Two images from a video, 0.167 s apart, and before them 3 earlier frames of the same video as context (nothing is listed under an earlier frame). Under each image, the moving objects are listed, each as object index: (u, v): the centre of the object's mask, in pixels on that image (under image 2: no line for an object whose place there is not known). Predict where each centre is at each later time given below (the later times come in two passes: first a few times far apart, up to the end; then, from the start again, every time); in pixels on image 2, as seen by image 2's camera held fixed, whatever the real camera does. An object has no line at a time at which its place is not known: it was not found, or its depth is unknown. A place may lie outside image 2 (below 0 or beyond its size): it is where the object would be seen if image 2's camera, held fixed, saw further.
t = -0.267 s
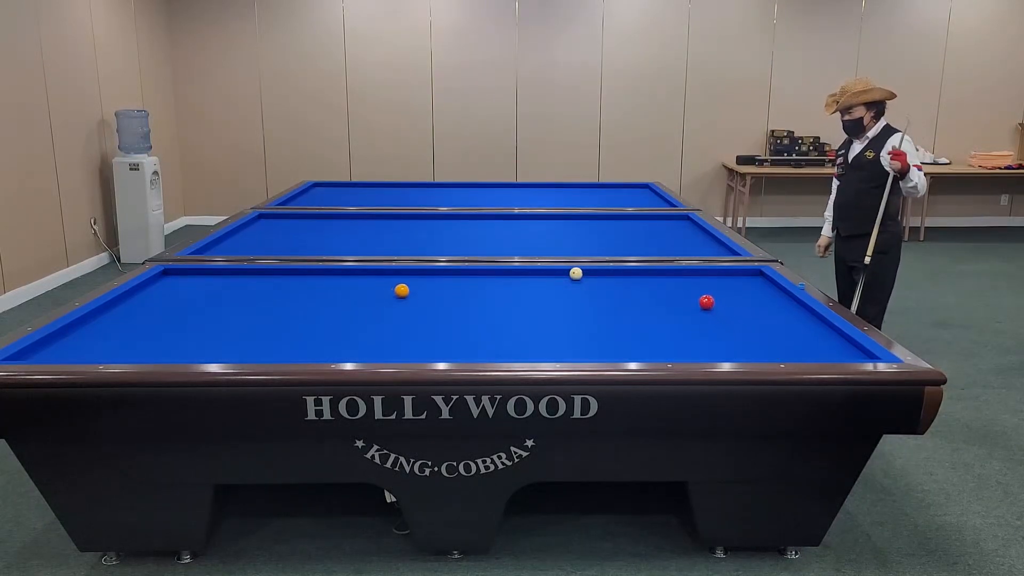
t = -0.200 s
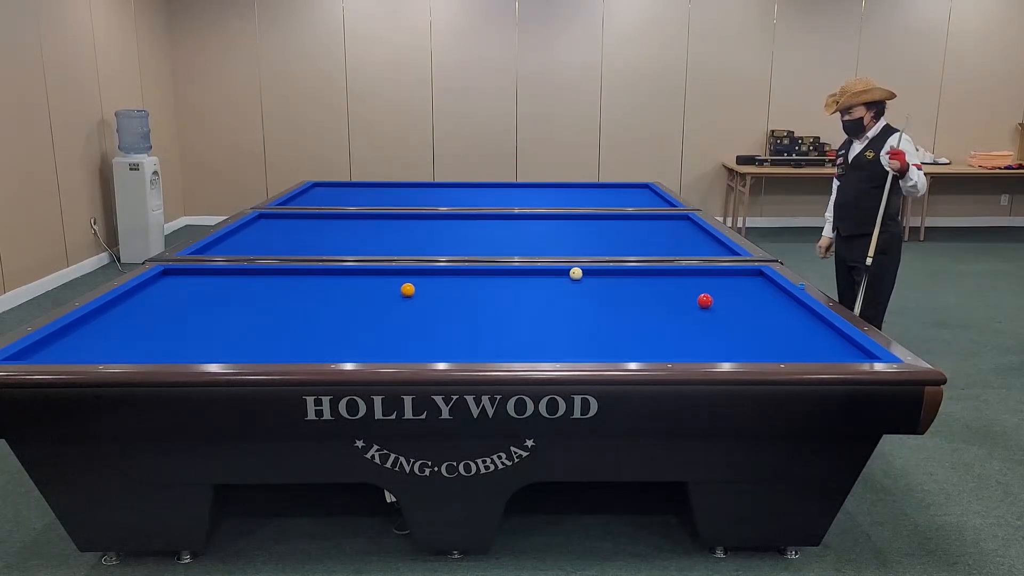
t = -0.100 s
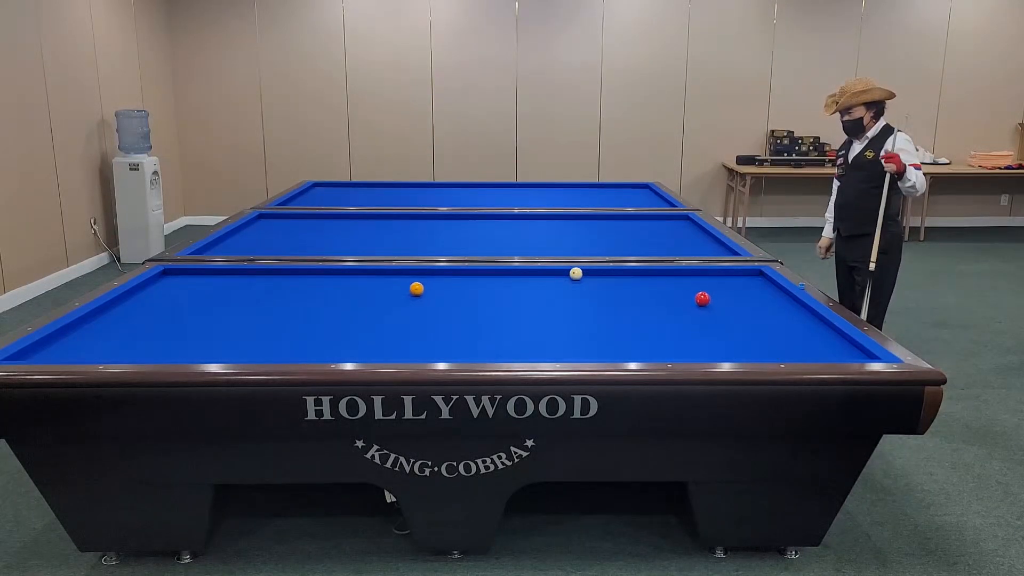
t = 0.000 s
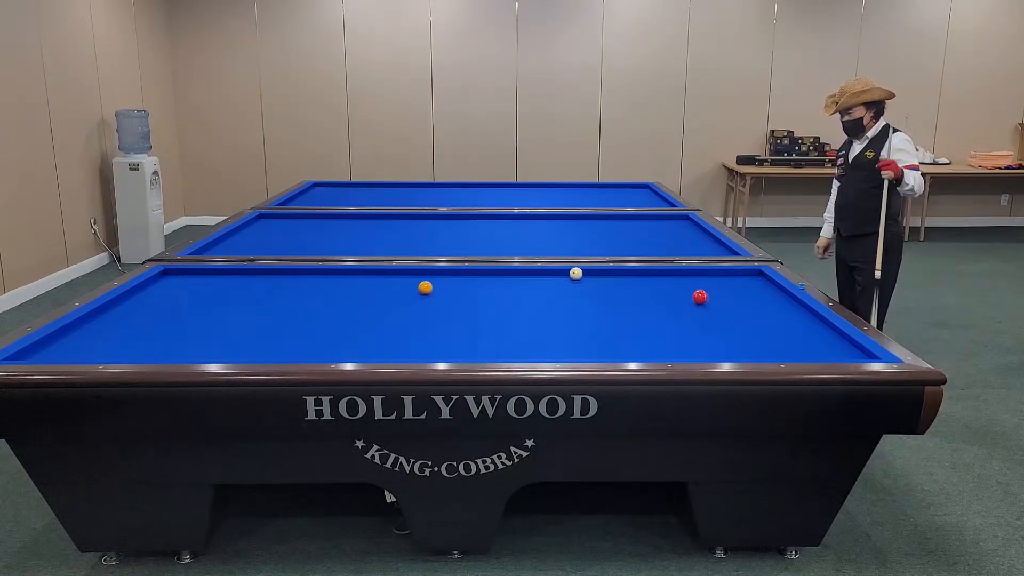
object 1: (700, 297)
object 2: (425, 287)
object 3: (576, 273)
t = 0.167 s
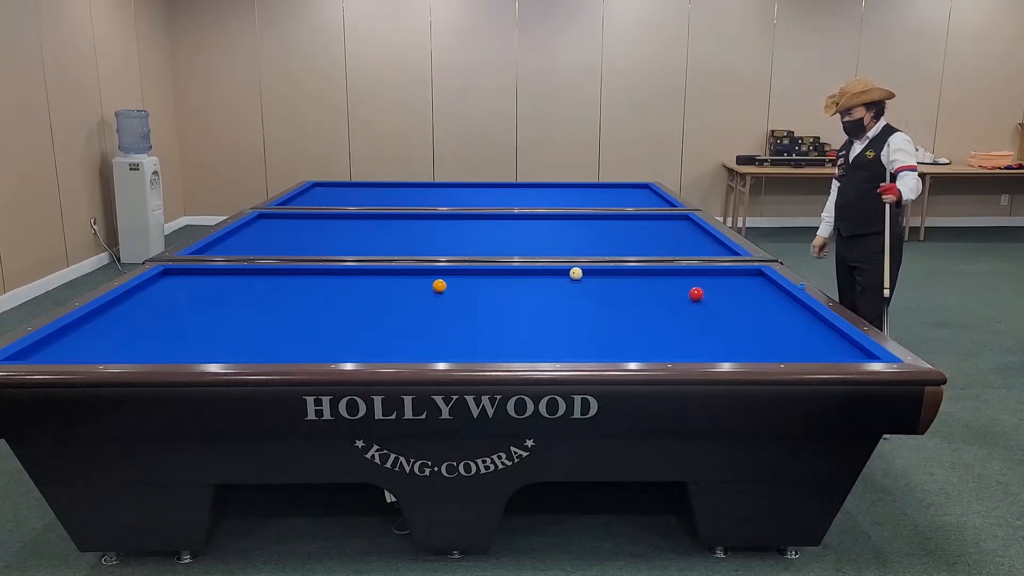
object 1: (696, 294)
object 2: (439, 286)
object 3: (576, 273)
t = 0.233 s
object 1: (695, 293)
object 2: (445, 285)
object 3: (576, 273)
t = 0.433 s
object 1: (690, 290)
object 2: (461, 283)
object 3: (576, 273)
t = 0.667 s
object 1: (686, 286)
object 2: (478, 281)
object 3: (576, 273)
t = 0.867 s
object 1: (682, 283)
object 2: (492, 279)
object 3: (576, 273)
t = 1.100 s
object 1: (678, 280)
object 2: (508, 277)
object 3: (576, 273)
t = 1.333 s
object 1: (674, 277)
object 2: (523, 275)
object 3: (576, 273)
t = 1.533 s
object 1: (670, 275)
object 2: (536, 274)
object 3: (576, 273)
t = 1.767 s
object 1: (667, 272)
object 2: (549, 272)
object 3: (576, 273)
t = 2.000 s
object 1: (666, 272)
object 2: (561, 272)
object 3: (576, 273)
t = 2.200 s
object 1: (666, 272)
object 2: (567, 272)
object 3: (579, 273)
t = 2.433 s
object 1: (665, 274)
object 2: (570, 272)
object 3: (584, 275)
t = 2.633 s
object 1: (666, 275)
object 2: (572, 272)
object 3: (589, 275)
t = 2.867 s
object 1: (666, 276)
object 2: (574, 271)
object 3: (593, 276)
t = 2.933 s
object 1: (666, 276)
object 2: (575, 271)
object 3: (595, 276)
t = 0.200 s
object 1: (695, 293)
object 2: (442, 285)
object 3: (576, 273)
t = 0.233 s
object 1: (695, 293)
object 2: (445, 285)
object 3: (576, 273)
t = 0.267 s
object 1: (694, 292)
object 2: (447, 285)
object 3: (576, 273)
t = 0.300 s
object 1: (693, 292)
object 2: (450, 284)
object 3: (576, 273)
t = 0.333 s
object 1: (693, 291)
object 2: (453, 284)
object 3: (576, 273)
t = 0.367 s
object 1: (692, 291)
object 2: (455, 284)
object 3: (576, 273)
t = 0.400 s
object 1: (691, 290)
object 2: (458, 283)
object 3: (576, 273)
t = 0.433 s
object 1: (690, 290)
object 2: (461, 283)
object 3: (576, 273)
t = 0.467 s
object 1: (690, 289)
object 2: (463, 283)
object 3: (576, 273)
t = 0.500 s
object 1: (689, 288)
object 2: (466, 283)
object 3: (576, 273)
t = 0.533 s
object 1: (688, 288)
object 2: (468, 282)
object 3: (576, 273)
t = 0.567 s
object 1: (688, 287)
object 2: (471, 282)
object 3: (576, 273)
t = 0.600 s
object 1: (687, 287)
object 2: (473, 282)
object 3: (576, 273)
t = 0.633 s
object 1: (686, 286)
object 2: (476, 281)
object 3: (576, 273)
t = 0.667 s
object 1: (686, 286)
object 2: (478, 281)
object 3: (576, 273)
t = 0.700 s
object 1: (685, 286)
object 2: (480, 281)
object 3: (576, 273)
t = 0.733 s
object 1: (684, 285)
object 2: (483, 280)
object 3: (576, 273)
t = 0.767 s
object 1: (684, 284)
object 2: (485, 280)
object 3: (576, 273)
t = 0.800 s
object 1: (683, 284)
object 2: (488, 280)
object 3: (576, 273)
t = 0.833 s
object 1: (682, 283)
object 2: (490, 279)
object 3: (576, 273)
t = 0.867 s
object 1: (682, 283)
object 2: (492, 279)
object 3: (576, 273)
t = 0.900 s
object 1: (681, 283)
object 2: (495, 279)
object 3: (576, 273)
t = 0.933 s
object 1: (681, 282)
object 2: (497, 278)
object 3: (576, 273)
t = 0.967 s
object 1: (680, 282)
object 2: (499, 278)
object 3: (576, 273)
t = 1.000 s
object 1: (680, 281)
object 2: (502, 278)
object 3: (576, 273)
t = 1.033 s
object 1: (679, 281)
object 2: (504, 278)
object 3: (576, 273)
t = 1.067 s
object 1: (679, 280)
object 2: (506, 277)
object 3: (576, 273)
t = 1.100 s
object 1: (678, 280)
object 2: (508, 277)
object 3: (576, 273)
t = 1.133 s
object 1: (677, 279)
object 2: (510, 277)
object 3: (576, 273)
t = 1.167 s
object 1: (676, 279)
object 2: (513, 277)
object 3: (576, 273)
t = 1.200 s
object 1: (676, 279)
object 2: (515, 276)
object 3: (576, 273)
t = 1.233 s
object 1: (675, 278)
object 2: (517, 276)
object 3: (576, 273)
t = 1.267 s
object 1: (675, 278)
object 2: (519, 276)
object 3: (576, 273)
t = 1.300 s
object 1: (674, 278)
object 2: (521, 276)
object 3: (576, 273)
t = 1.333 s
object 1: (674, 277)
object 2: (523, 275)
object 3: (576, 273)
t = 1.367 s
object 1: (673, 277)
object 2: (525, 275)
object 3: (576, 273)
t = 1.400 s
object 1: (672, 276)
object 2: (527, 275)
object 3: (576, 273)
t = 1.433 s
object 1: (672, 276)
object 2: (529, 275)
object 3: (576, 273)
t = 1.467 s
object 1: (671, 275)
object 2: (532, 274)
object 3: (576, 273)
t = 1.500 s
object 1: (671, 275)
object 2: (534, 274)
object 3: (576, 273)
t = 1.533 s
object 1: (670, 275)
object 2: (536, 274)
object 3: (576, 273)
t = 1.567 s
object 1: (670, 274)
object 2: (537, 274)
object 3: (576, 273)
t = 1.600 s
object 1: (669, 274)
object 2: (539, 273)
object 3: (576, 273)
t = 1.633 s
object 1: (668, 274)
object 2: (541, 273)
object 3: (576, 273)
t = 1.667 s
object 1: (668, 273)
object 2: (543, 273)
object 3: (576, 273)
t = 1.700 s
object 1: (668, 273)
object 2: (545, 273)
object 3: (576, 273)
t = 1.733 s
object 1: (667, 272)
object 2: (547, 272)
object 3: (576, 273)
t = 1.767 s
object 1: (667, 272)
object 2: (549, 272)
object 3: (576, 273)
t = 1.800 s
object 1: (666, 272)
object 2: (551, 272)
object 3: (576, 273)
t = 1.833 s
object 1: (666, 272)
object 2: (553, 272)
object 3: (576, 273)
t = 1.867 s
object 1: (666, 271)
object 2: (554, 272)
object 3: (576, 273)
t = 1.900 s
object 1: (666, 271)
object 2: (556, 271)
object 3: (576, 273)
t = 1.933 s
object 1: (666, 271)
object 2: (558, 271)
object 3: (576, 273)
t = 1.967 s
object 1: (666, 272)
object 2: (560, 271)
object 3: (576, 273)
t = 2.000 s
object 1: (666, 272)
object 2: (561, 272)
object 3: (576, 273)
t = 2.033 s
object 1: (665, 272)
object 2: (563, 272)
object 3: (576, 273)
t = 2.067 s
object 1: (666, 272)
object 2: (564, 272)
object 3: (576, 273)
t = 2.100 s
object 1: (666, 272)
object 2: (565, 272)
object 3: (576, 273)
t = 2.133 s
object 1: (665, 272)
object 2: (566, 272)
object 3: (577, 273)
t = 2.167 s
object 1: (665, 272)
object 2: (566, 272)
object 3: (578, 273)
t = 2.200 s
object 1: (666, 272)
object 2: (567, 272)
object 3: (579, 273)
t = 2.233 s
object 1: (665, 272)
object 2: (567, 272)
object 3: (580, 274)
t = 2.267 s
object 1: (666, 273)
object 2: (568, 272)
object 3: (581, 274)
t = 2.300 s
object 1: (665, 273)
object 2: (568, 272)
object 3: (581, 274)
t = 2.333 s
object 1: (665, 273)
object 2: (569, 272)
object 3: (582, 274)
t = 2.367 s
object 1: (665, 273)
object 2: (569, 272)
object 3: (583, 274)
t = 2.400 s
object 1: (666, 274)
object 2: (570, 272)
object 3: (584, 274)
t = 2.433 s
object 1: (665, 274)
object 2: (570, 272)
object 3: (584, 275)
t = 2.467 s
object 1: (666, 274)
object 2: (570, 272)
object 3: (585, 275)
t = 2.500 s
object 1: (666, 274)
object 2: (571, 272)
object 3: (586, 275)
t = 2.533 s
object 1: (666, 275)
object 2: (571, 272)
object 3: (587, 275)
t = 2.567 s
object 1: (666, 275)
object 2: (572, 272)
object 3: (587, 275)
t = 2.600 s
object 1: (666, 275)
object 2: (572, 272)
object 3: (588, 275)
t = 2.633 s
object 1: (666, 275)
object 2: (572, 272)
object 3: (589, 275)
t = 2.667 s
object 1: (666, 275)
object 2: (573, 272)
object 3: (589, 275)
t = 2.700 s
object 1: (666, 275)
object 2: (573, 272)
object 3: (590, 275)
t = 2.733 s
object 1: (666, 275)
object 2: (573, 271)
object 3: (591, 275)
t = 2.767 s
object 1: (666, 276)
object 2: (573, 271)
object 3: (591, 275)
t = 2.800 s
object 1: (666, 276)
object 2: (574, 271)
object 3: (592, 276)
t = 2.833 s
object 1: (666, 276)
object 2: (574, 271)
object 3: (593, 276)
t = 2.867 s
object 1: (666, 276)
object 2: (574, 271)
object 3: (593, 276)
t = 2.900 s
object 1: (666, 276)
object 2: (575, 271)
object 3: (594, 276)
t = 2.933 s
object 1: (666, 276)
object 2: (575, 271)
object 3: (595, 276)
